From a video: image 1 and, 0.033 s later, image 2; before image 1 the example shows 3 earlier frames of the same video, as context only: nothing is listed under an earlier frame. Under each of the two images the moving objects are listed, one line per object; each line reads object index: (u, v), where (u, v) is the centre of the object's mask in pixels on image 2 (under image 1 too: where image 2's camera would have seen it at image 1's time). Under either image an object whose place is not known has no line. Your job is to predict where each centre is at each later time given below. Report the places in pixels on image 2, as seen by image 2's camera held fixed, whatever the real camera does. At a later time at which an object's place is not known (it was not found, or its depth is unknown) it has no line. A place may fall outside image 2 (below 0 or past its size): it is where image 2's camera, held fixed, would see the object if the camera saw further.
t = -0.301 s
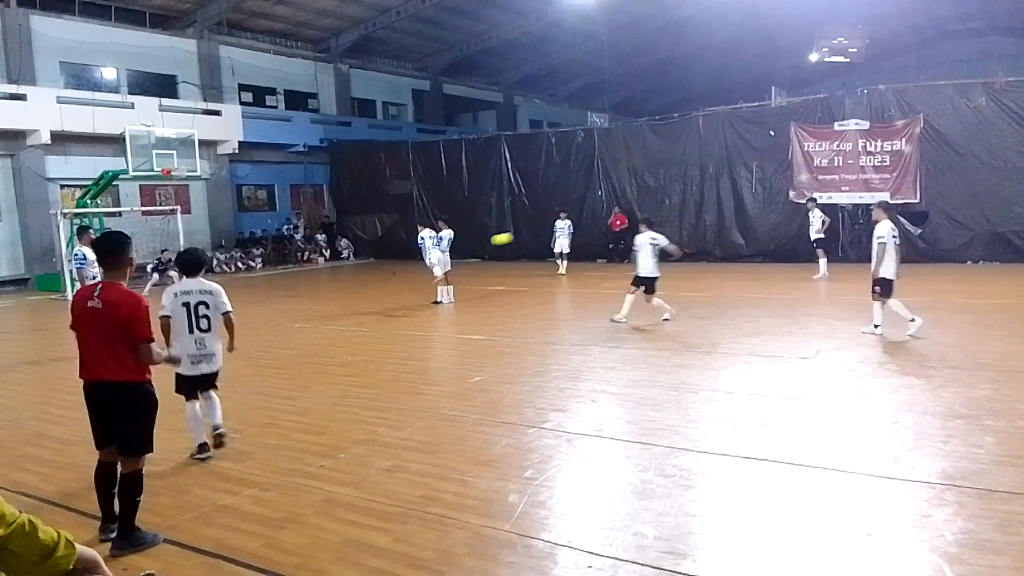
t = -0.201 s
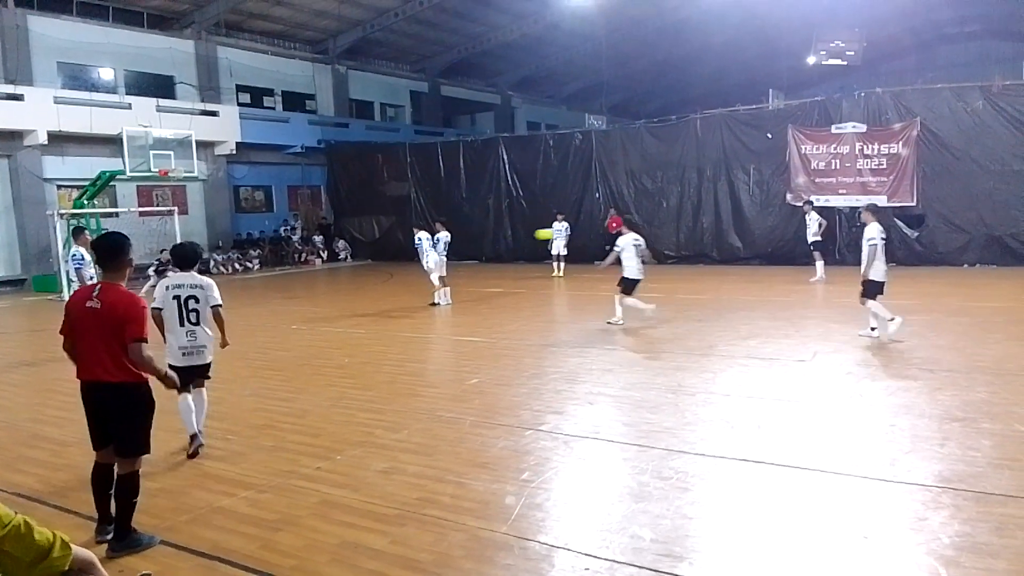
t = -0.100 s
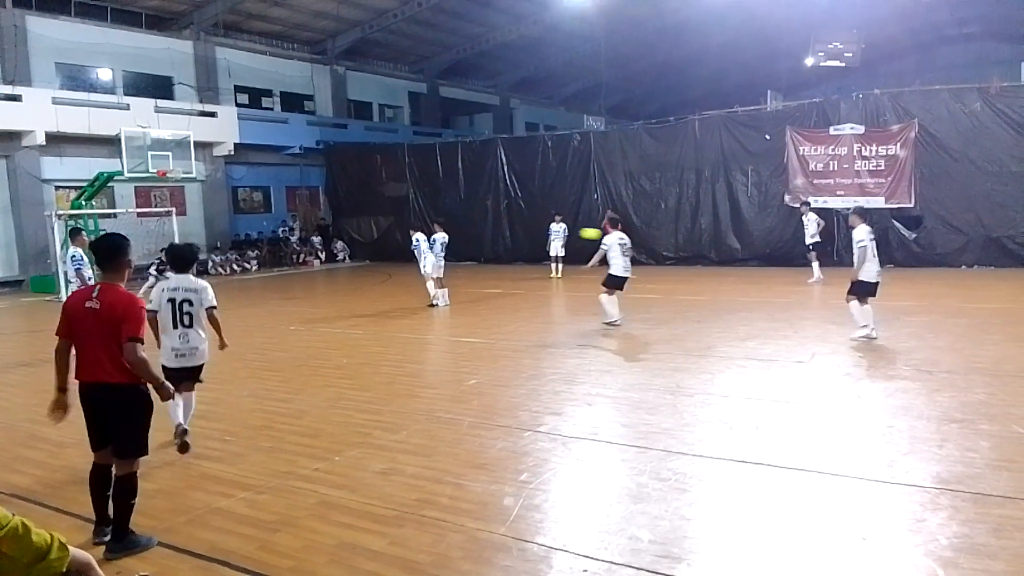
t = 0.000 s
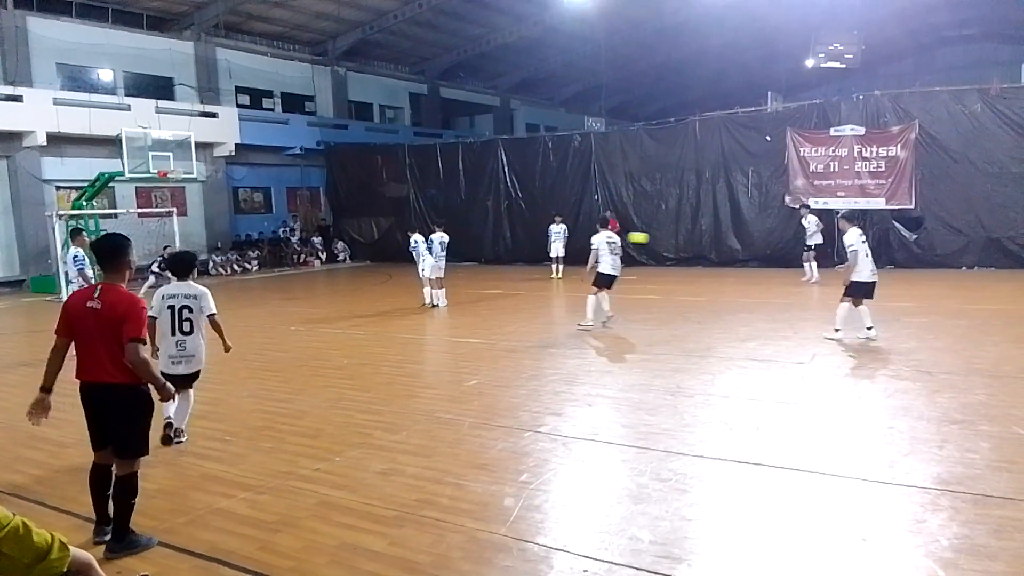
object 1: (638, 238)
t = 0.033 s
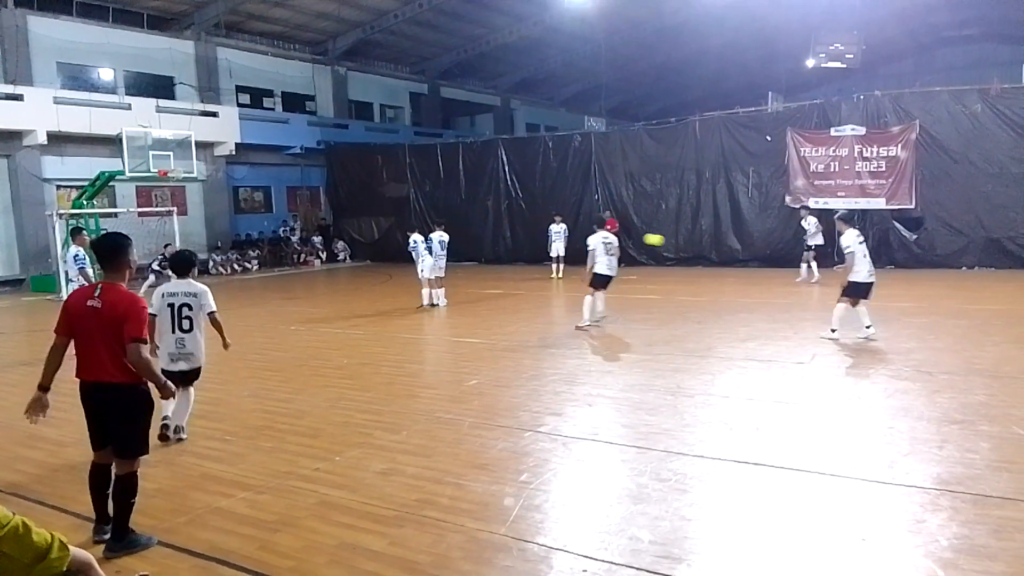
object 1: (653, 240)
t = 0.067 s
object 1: (669, 243)
